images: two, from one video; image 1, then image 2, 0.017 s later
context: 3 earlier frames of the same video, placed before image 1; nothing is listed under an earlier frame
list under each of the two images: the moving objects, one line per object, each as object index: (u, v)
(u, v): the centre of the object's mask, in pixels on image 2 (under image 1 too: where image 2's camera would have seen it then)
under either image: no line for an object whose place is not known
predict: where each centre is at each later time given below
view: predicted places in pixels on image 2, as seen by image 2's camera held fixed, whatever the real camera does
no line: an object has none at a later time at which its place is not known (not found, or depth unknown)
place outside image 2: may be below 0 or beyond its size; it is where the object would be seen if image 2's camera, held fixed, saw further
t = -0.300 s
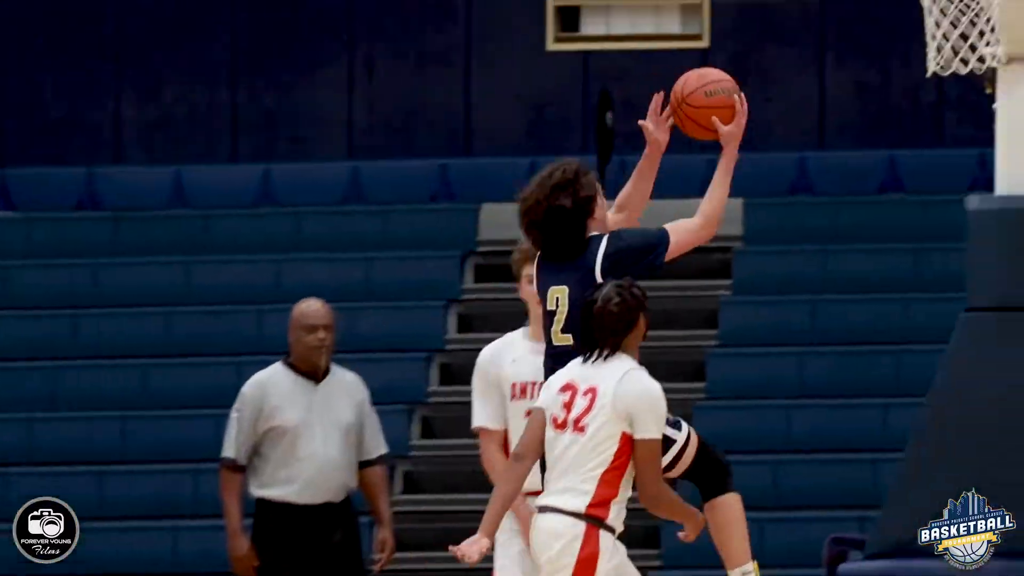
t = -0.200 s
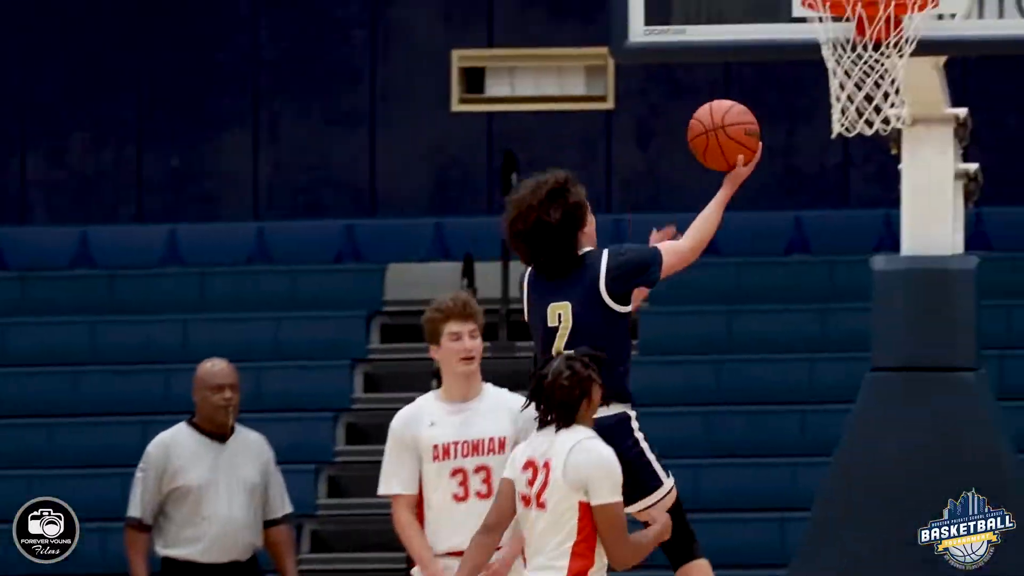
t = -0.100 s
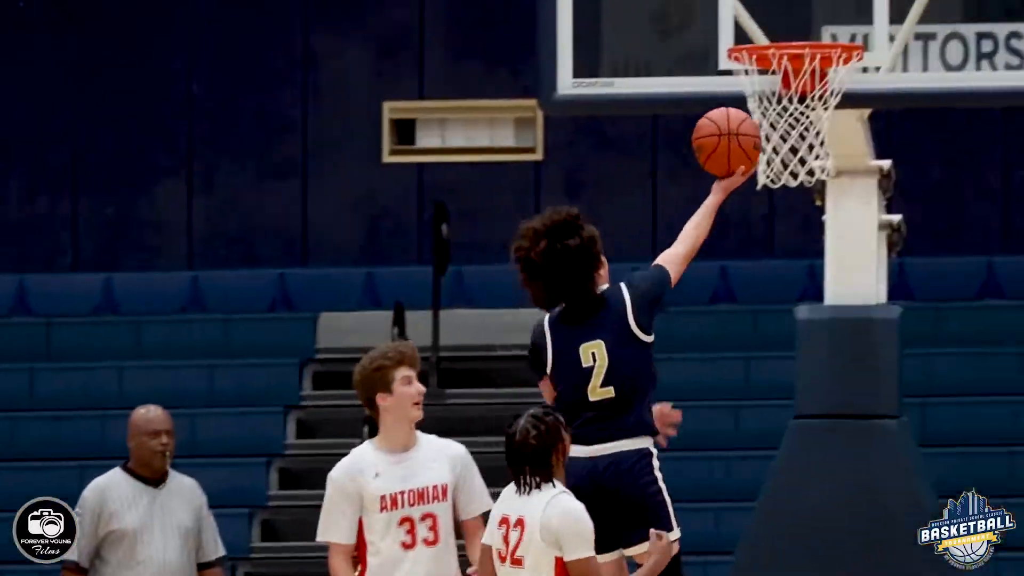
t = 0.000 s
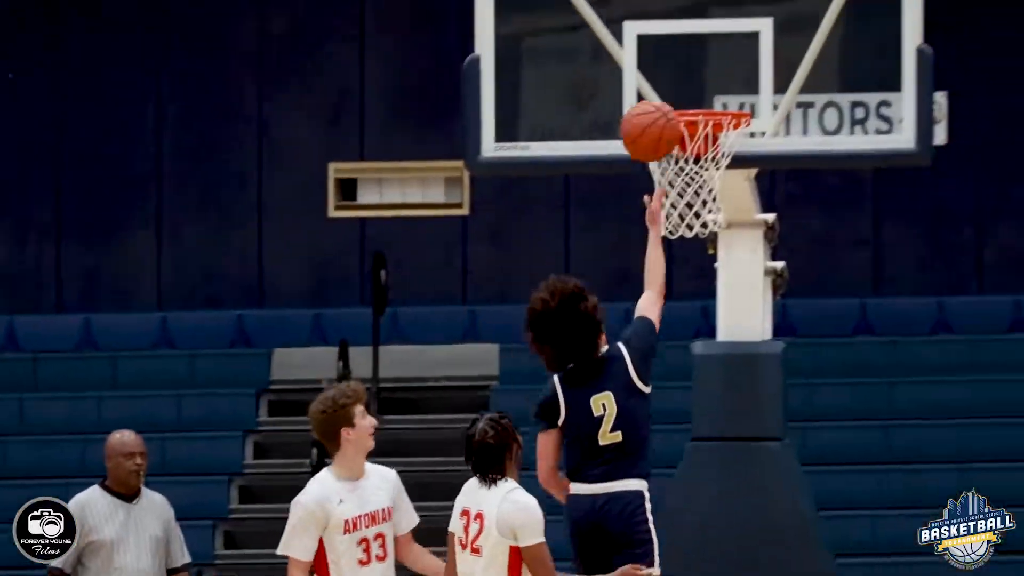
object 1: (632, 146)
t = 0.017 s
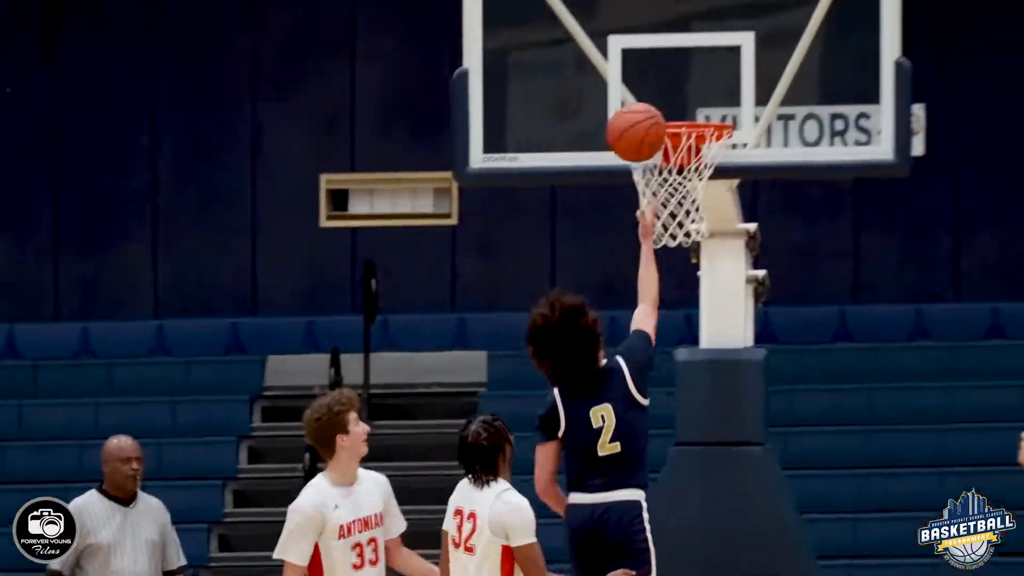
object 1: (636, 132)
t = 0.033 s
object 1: (641, 126)
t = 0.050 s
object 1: (642, 117)
